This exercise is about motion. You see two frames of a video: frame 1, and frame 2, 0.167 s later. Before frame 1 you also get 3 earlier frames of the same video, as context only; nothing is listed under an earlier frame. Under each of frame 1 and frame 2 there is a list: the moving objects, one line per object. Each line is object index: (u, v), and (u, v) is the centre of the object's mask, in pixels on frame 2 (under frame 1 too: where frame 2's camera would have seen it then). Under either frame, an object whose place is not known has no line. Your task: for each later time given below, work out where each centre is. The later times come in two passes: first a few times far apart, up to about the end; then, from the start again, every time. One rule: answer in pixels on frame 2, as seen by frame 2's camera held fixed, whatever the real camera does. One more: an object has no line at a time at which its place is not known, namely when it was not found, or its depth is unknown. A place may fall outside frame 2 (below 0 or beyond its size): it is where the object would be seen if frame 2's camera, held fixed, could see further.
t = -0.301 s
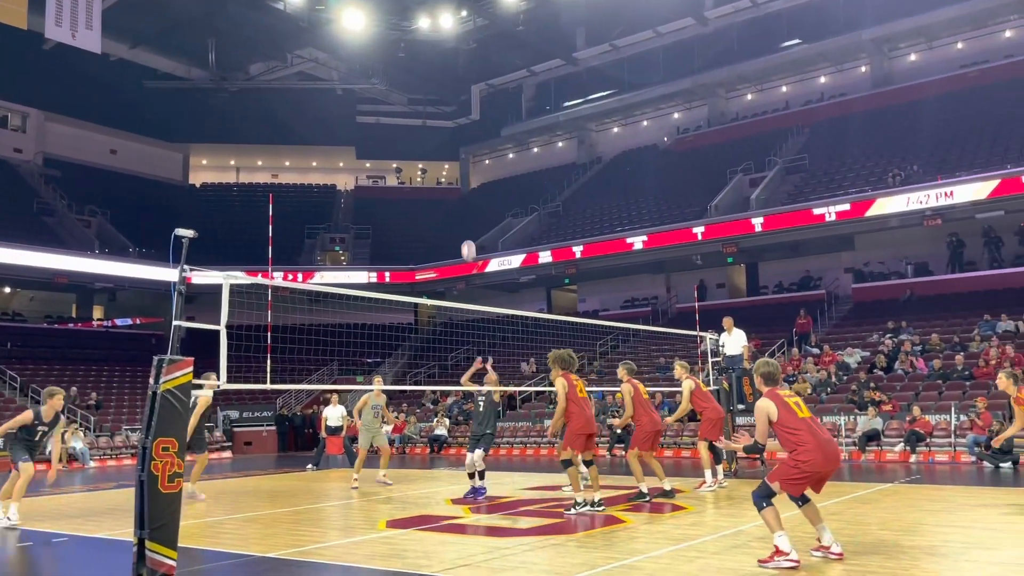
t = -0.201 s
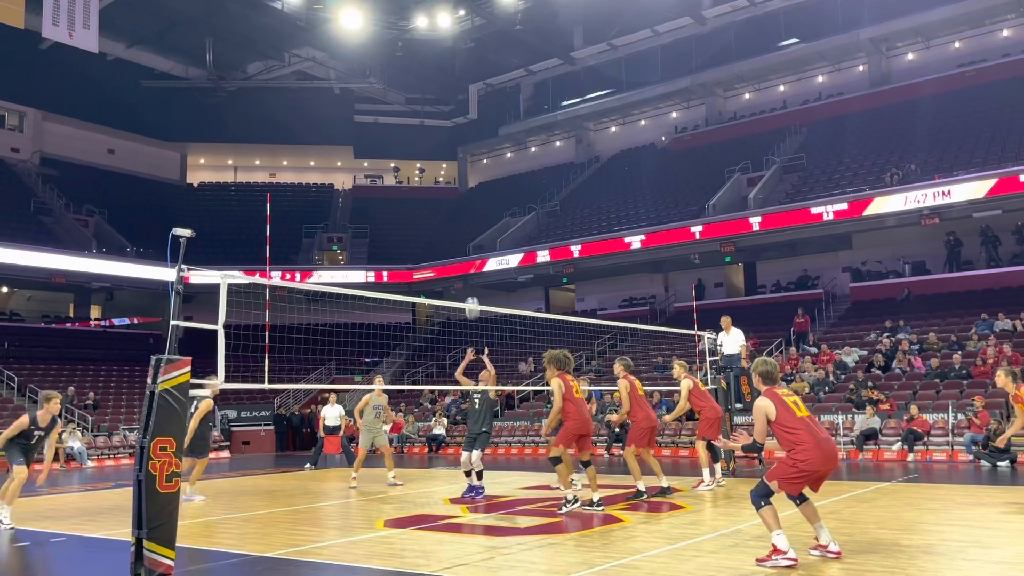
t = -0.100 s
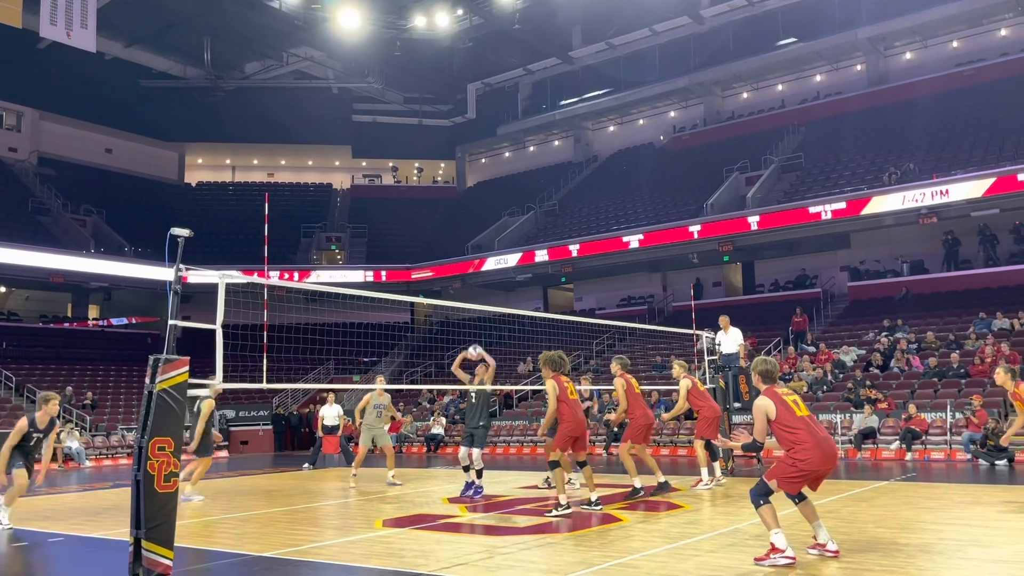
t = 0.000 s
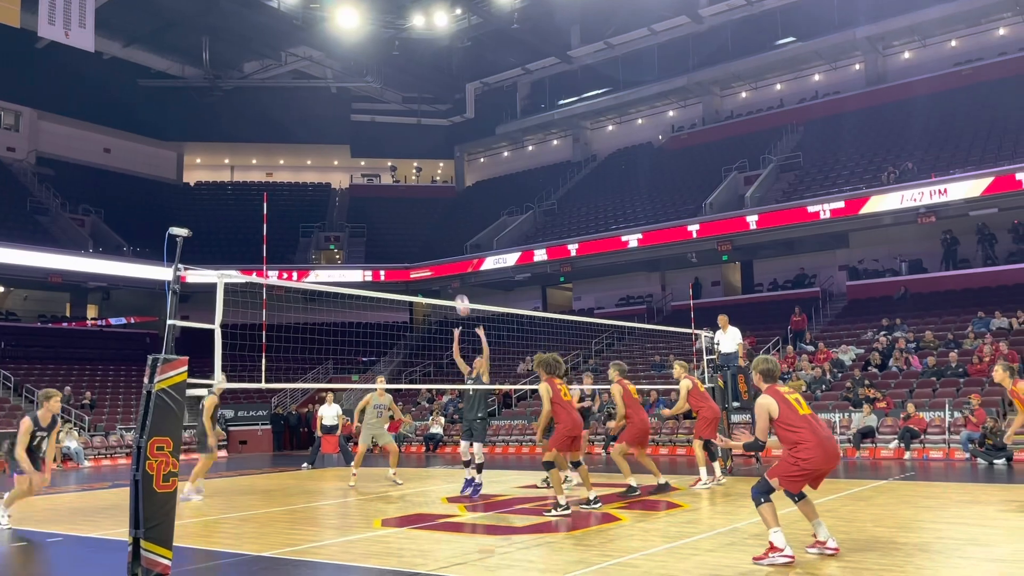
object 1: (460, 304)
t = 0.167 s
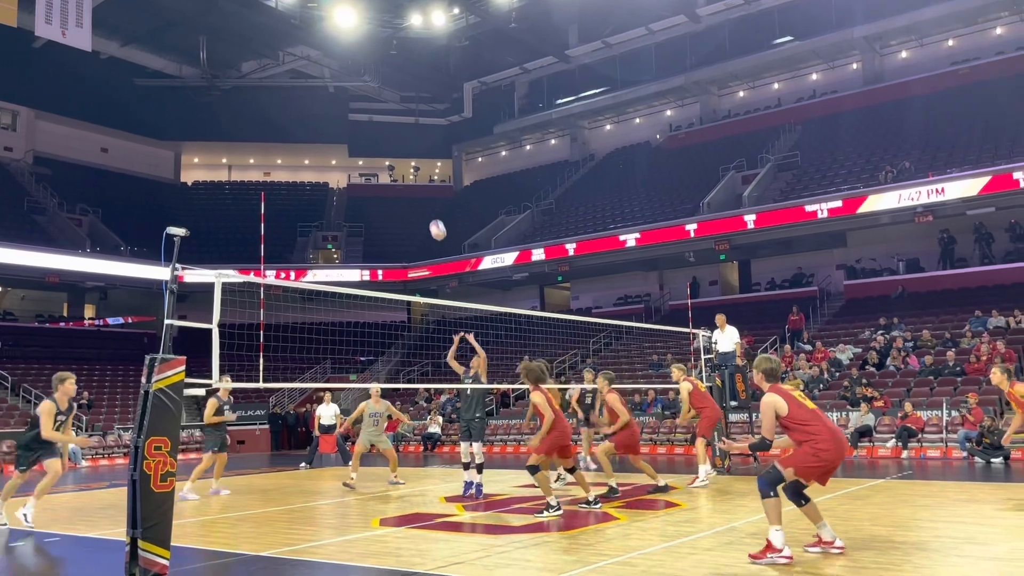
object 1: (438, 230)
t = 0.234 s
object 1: (428, 205)
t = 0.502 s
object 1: (389, 134)
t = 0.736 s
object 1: (353, 112)
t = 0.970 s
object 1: (314, 131)
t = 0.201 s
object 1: (433, 217)
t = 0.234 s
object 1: (428, 205)
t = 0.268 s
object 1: (423, 194)
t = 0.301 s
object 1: (419, 183)
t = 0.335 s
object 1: (414, 173)
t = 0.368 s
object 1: (409, 163)
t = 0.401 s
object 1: (404, 155)
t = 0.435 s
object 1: (398, 147)
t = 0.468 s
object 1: (394, 140)
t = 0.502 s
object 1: (389, 134)
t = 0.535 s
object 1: (384, 128)
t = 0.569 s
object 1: (378, 123)
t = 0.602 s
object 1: (373, 119)
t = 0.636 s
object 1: (368, 116)
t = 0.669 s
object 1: (363, 114)
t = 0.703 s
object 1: (358, 112)
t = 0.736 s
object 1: (353, 112)
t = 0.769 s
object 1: (347, 112)
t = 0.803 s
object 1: (342, 112)
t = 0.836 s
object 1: (337, 114)
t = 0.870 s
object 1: (330, 117)
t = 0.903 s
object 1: (325, 121)
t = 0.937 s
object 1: (320, 126)
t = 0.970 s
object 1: (314, 131)
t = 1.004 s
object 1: (309, 138)
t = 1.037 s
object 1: (304, 145)
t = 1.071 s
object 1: (299, 154)
